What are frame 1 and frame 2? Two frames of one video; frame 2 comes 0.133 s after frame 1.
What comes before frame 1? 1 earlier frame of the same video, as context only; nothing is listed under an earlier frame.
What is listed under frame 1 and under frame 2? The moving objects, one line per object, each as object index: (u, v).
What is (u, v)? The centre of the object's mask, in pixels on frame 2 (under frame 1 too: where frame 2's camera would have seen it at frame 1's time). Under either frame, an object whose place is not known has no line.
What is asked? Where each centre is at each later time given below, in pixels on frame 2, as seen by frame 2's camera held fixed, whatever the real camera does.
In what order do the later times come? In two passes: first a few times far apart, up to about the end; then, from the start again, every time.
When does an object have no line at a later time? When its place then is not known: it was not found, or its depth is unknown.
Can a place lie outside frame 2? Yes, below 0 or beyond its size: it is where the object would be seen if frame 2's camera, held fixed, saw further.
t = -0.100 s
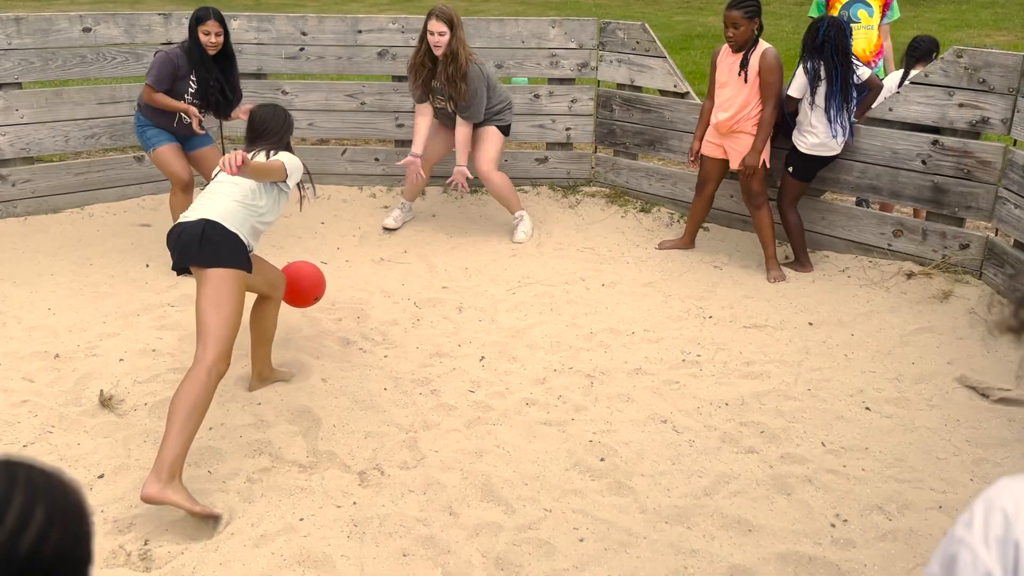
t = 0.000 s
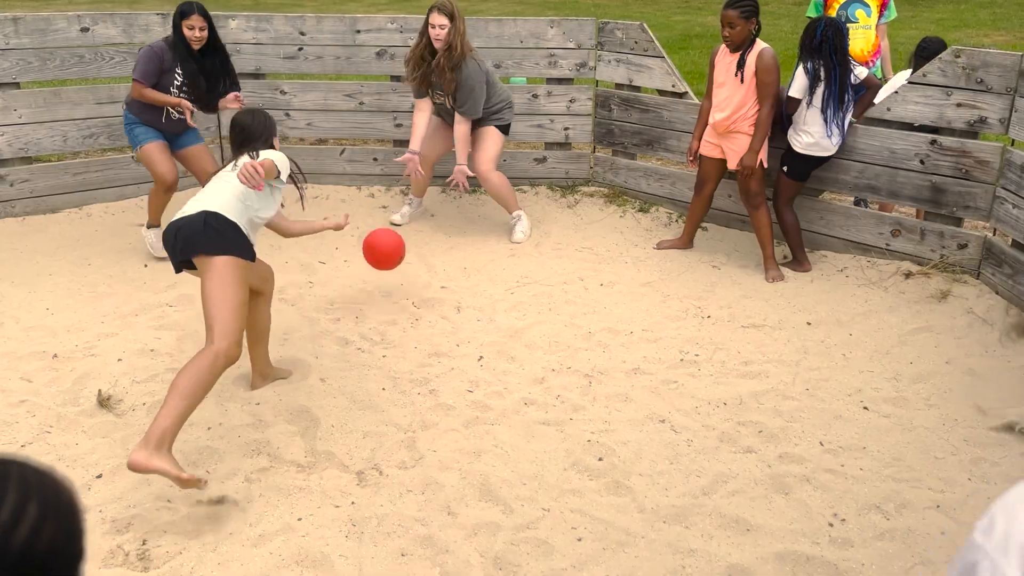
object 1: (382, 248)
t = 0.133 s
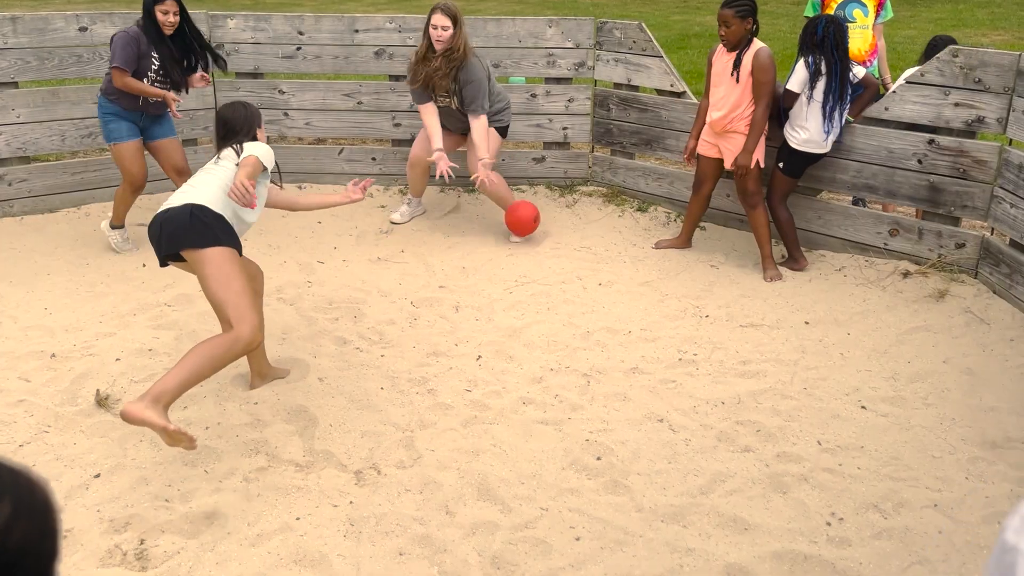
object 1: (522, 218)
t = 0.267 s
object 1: (611, 182)
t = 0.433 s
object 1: (571, 170)
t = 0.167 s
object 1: (546, 207)
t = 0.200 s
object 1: (570, 196)
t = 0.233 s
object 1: (590, 189)
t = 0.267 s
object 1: (611, 182)
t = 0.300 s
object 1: (617, 175)
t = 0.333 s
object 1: (607, 171)
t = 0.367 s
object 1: (596, 169)
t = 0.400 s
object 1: (584, 169)
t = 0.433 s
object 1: (571, 170)
